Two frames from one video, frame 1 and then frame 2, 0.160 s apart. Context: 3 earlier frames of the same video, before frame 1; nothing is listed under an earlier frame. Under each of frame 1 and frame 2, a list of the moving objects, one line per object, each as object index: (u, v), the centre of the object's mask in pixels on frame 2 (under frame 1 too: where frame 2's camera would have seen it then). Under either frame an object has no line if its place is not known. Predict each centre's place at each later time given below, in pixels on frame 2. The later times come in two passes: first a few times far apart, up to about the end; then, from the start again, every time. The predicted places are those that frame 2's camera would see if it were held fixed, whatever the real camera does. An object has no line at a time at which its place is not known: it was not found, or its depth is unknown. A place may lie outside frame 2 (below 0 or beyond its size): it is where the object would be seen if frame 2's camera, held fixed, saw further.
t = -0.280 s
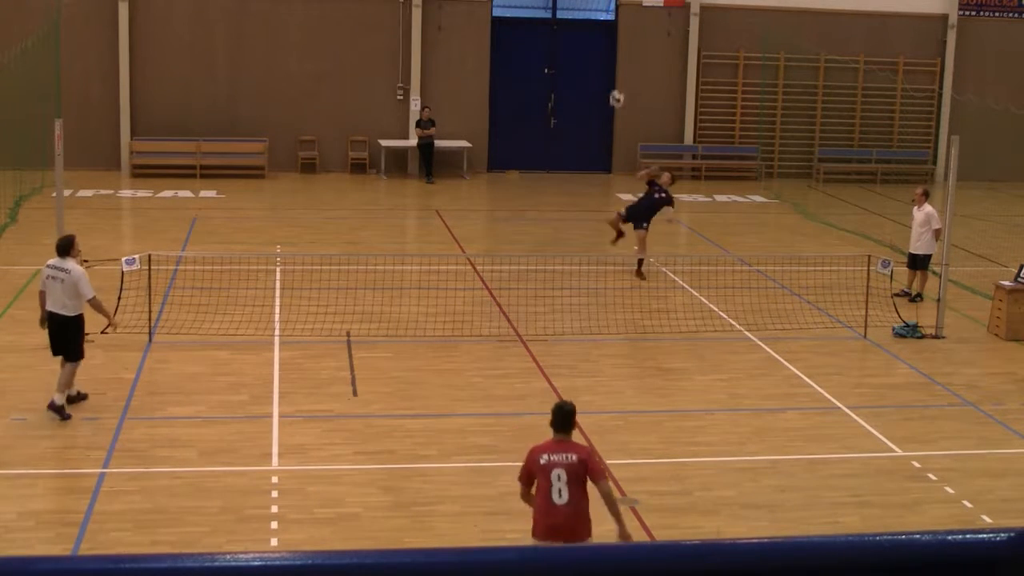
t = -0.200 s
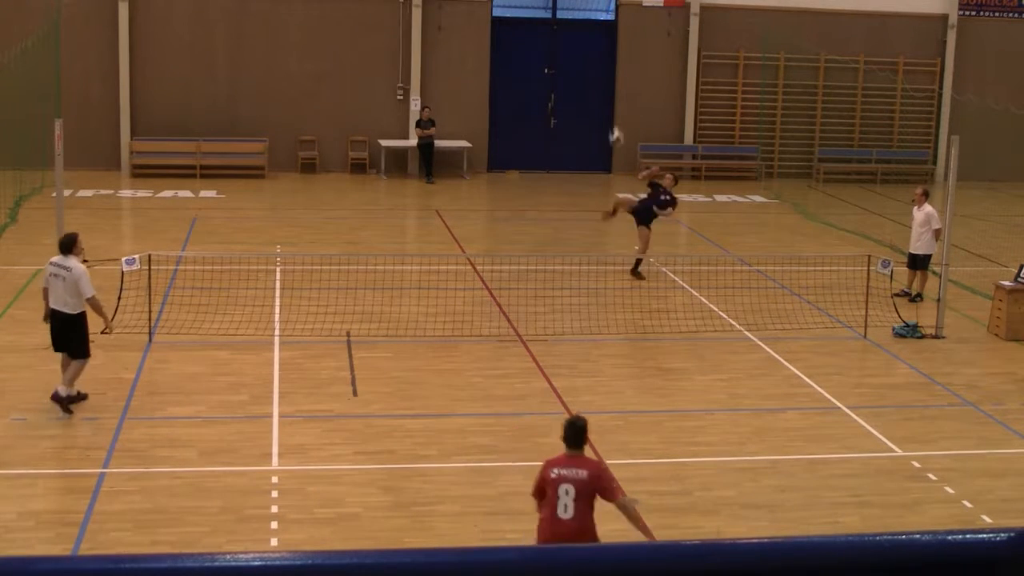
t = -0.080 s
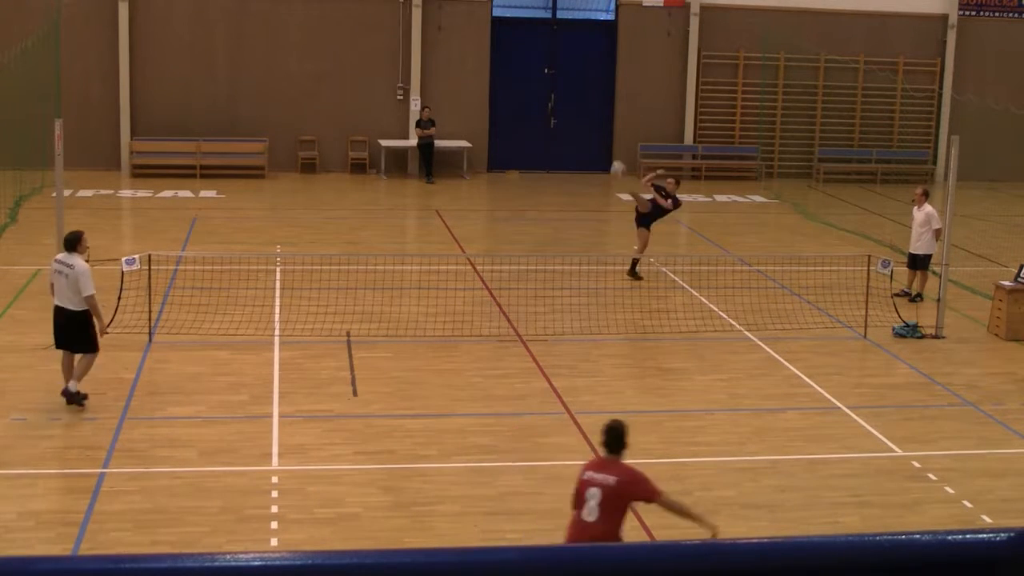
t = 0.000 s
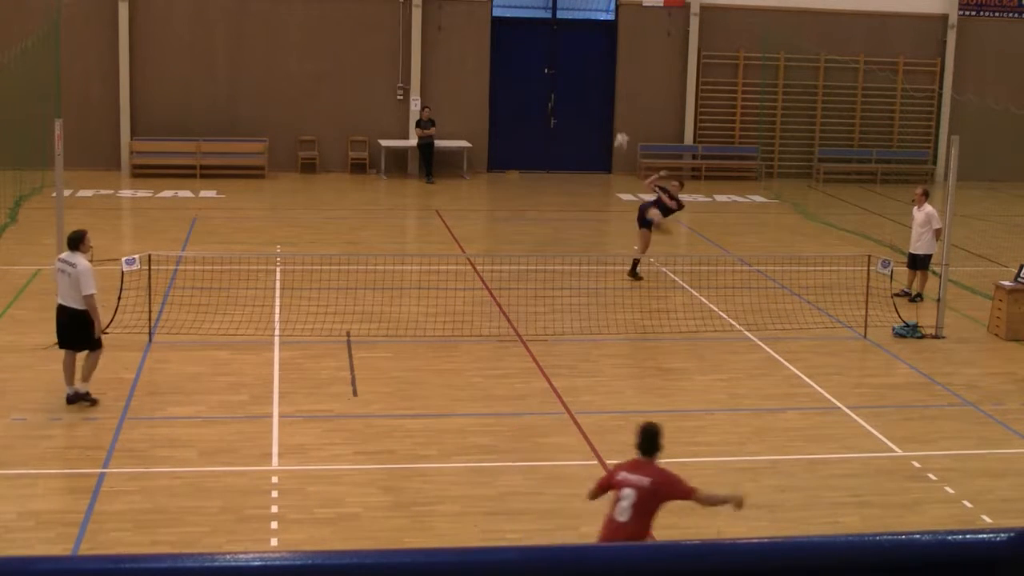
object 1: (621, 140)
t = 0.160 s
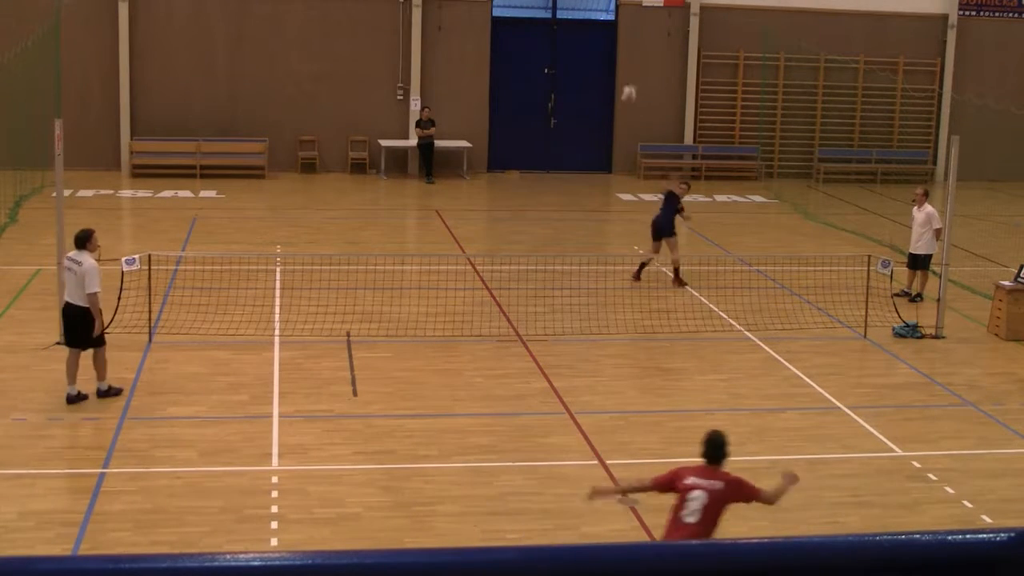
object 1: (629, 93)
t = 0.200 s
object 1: (630, 83)
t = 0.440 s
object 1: (637, 43)
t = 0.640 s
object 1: (641, 39)
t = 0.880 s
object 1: (640, 81)
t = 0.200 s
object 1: (630, 83)
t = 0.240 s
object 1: (632, 74)
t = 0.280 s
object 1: (633, 66)
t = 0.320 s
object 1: (635, 58)
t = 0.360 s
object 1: (635, 53)
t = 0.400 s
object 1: (637, 47)
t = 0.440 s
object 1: (637, 43)
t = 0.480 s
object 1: (639, 40)
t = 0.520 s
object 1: (640, 38)
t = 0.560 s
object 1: (640, 37)
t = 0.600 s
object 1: (640, 37)
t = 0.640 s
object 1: (641, 39)
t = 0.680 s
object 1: (641, 42)
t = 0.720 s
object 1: (641, 47)
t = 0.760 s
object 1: (641, 53)
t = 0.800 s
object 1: (641, 60)
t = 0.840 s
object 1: (640, 70)
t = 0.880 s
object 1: (640, 81)
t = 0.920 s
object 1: (638, 94)
